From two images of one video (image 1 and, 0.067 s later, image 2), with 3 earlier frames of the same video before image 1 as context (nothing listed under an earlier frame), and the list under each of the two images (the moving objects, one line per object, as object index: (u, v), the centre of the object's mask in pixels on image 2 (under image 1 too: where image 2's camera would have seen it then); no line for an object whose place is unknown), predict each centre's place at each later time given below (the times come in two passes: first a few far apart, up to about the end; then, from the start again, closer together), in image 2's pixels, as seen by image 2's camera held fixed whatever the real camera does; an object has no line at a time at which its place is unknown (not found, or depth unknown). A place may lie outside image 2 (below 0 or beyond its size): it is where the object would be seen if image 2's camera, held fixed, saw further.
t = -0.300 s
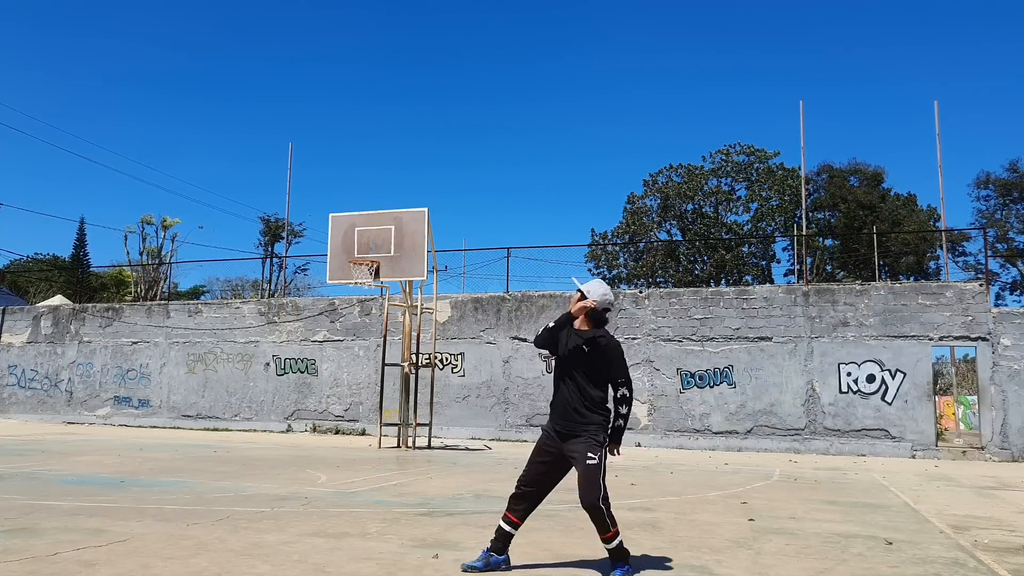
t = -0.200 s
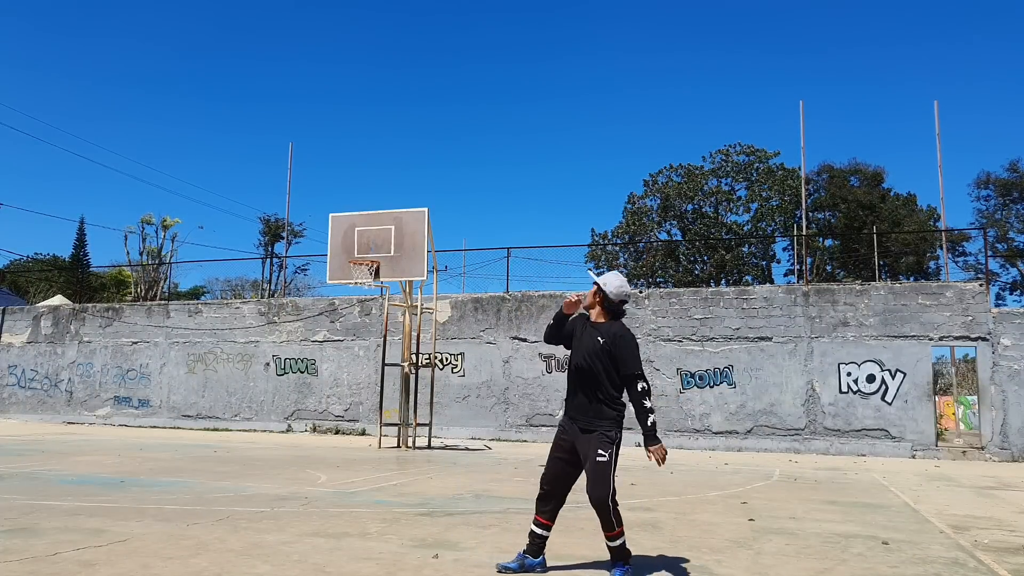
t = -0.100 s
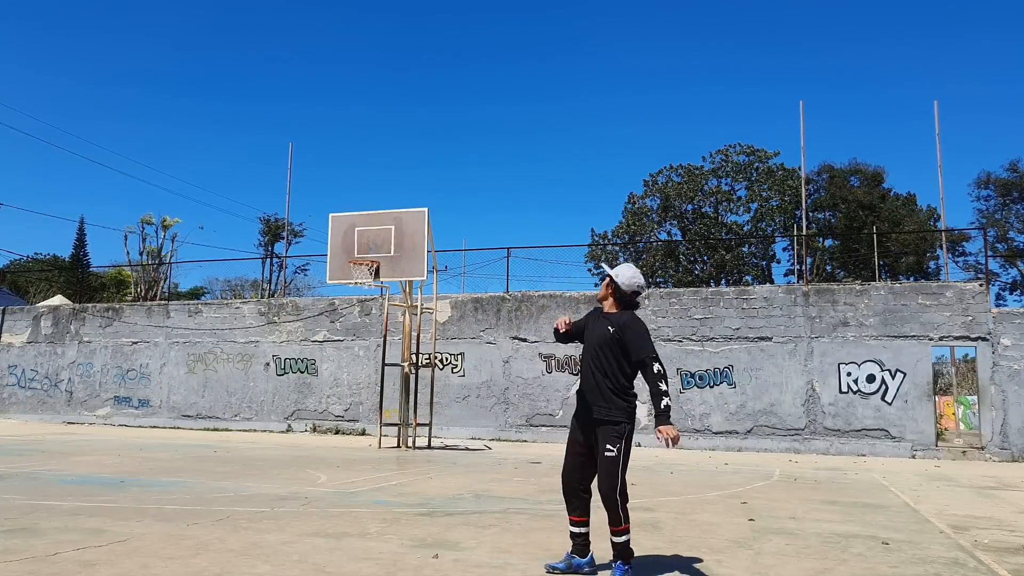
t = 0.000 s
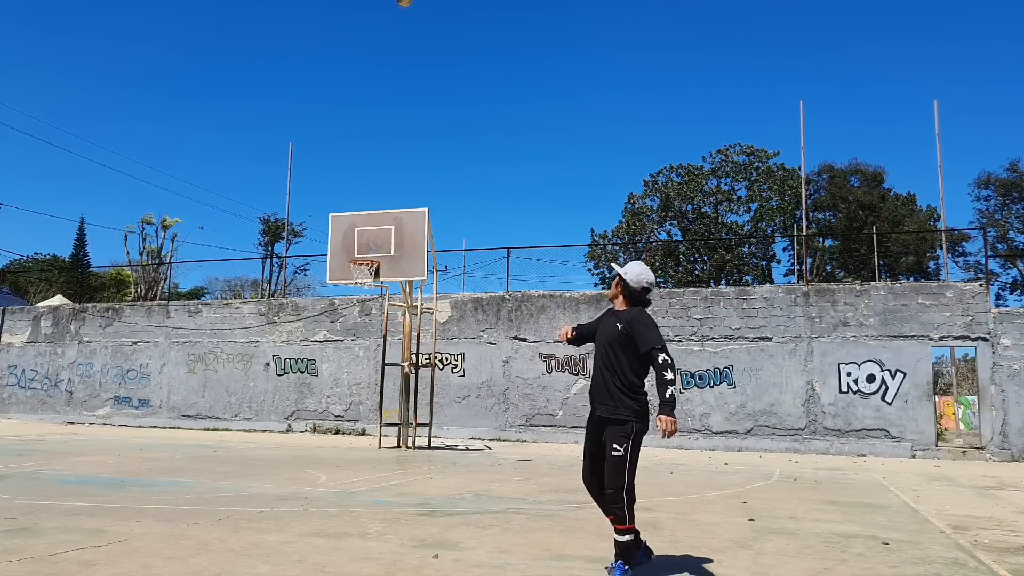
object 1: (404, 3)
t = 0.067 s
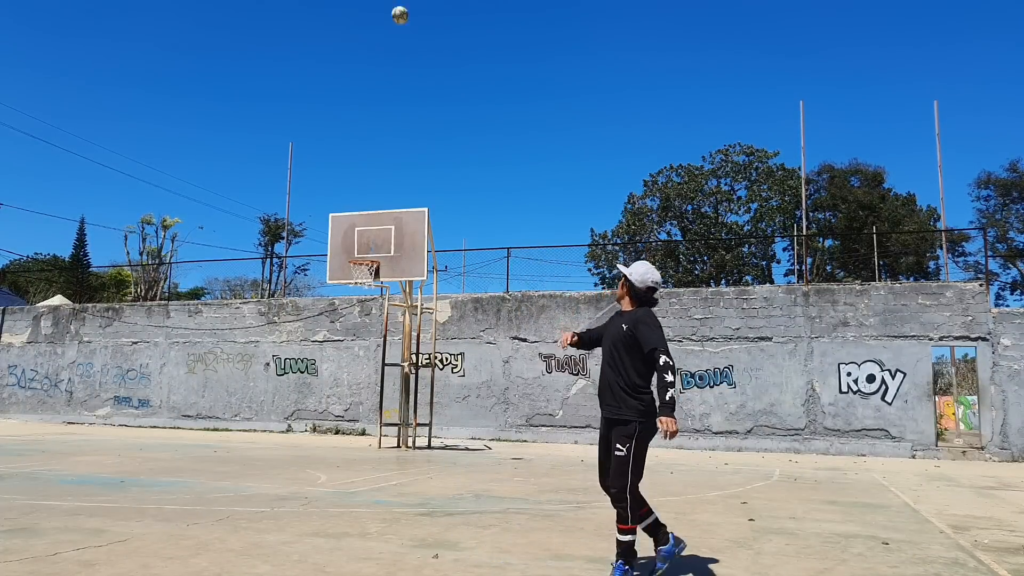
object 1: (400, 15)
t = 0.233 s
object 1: (391, 66)
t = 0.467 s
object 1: (381, 155)
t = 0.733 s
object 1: (371, 248)
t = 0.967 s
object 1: (370, 214)
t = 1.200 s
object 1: (367, 211)
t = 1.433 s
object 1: (363, 236)
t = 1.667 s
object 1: (352, 249)
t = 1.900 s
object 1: (335, 246)
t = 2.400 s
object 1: (296, 344)
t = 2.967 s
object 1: (268, 361)
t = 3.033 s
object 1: (267, 352)
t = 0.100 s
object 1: (398, 24)
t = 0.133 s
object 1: (396, 34)
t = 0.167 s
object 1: (395, 44)
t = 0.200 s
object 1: (393, 55)
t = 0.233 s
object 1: (391, 66)
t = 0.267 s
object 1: (390, 78)
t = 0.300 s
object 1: (389, 89)
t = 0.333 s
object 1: (387, 102)
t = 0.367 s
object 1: (385, 114)
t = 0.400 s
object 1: (384, 128)
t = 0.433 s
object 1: (382, 142)
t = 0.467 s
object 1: (381, 155)
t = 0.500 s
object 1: (380, 169)
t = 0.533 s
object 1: (378, 184)
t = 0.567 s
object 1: (376, 199)
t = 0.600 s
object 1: (375, 214)
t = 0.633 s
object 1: (373, 230)
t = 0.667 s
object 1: (372, 246)
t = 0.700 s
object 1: (371, 256)
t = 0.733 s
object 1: (371, 248)
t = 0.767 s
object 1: (371, 241)
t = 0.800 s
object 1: (370, 235)
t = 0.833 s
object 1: (370, 229)
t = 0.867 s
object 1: (370, 224)
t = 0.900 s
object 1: (370, 220)
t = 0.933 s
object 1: (370, 217)
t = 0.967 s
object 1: (370, 214)
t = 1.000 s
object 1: (369, 212)
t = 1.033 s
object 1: (369, 210)
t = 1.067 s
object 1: (369, 209)
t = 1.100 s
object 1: (369, 208)
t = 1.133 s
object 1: (368, 209)
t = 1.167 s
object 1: (368, 210)
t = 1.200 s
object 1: (367, 211)
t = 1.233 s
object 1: (367, 213)
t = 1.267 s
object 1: (367, 216)
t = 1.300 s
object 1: (366, 219)
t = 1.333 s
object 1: (366, 223)
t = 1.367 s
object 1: (365, 227)
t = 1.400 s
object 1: (364, 232)
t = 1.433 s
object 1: (363, 236)
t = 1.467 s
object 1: (362, 240)
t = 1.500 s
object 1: (360, 246)
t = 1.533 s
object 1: (359, 251)
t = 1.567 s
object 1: (357, 255)
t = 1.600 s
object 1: (356, 254)
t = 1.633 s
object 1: (354, 251)
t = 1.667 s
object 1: (352, 249)
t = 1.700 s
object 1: (350, 247)
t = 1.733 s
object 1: (347, 245)
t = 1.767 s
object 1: (345, 244)
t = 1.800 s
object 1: (343, 244)
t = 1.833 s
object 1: (340, 243)
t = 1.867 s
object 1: (338, 244)
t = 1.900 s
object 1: (335, 246)
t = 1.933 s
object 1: (333, 248)
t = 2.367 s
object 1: (300, 333)
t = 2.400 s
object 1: (296, 344)
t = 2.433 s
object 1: (294, 356)
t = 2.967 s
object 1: (268, 361)
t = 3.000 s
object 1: (267, 356)
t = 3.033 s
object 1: (267, 352)
